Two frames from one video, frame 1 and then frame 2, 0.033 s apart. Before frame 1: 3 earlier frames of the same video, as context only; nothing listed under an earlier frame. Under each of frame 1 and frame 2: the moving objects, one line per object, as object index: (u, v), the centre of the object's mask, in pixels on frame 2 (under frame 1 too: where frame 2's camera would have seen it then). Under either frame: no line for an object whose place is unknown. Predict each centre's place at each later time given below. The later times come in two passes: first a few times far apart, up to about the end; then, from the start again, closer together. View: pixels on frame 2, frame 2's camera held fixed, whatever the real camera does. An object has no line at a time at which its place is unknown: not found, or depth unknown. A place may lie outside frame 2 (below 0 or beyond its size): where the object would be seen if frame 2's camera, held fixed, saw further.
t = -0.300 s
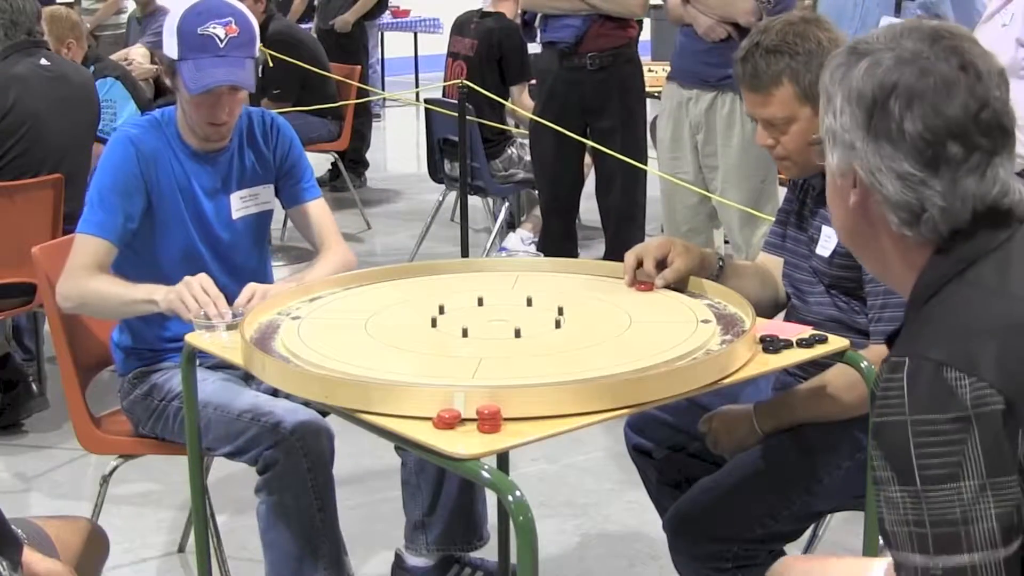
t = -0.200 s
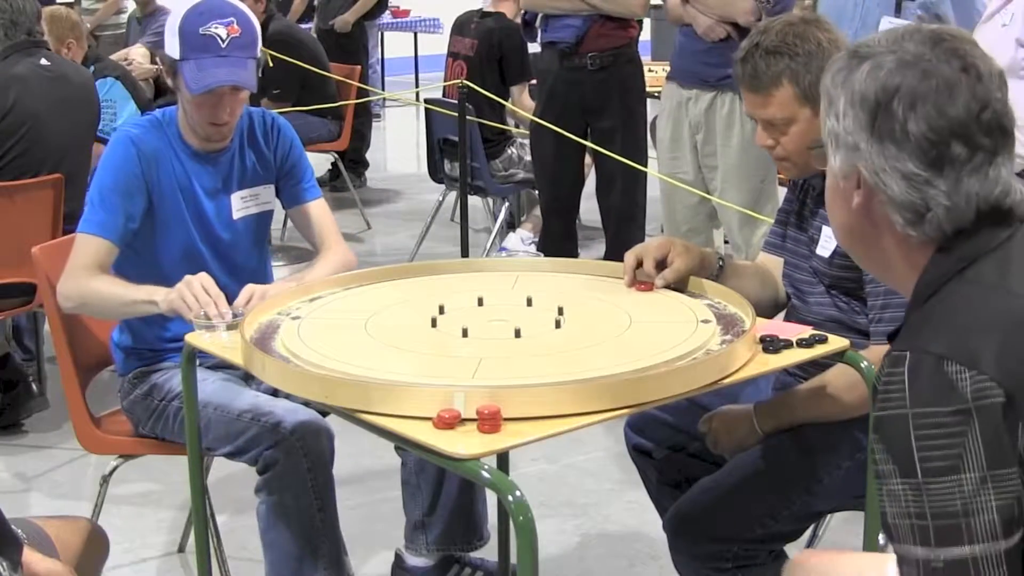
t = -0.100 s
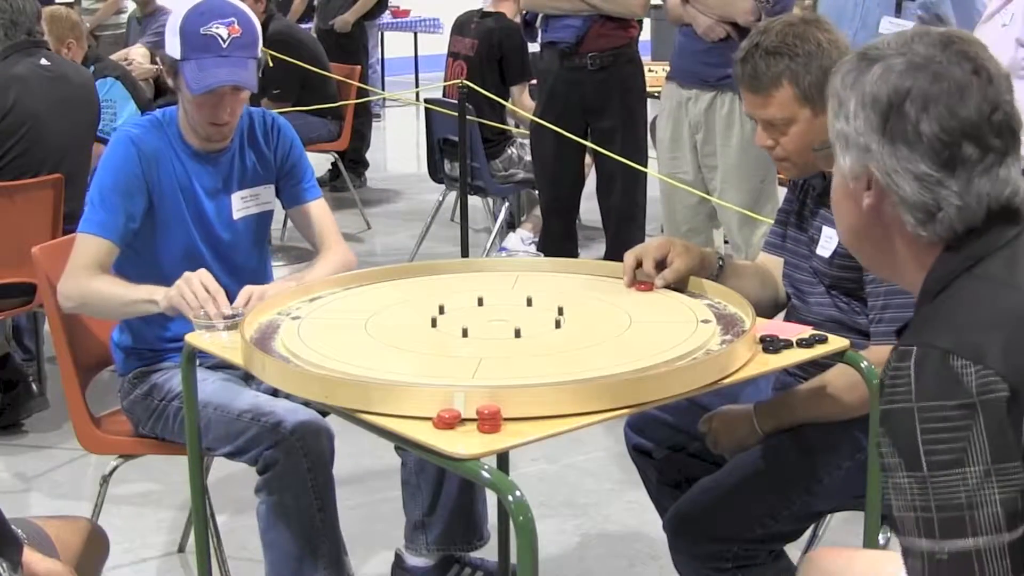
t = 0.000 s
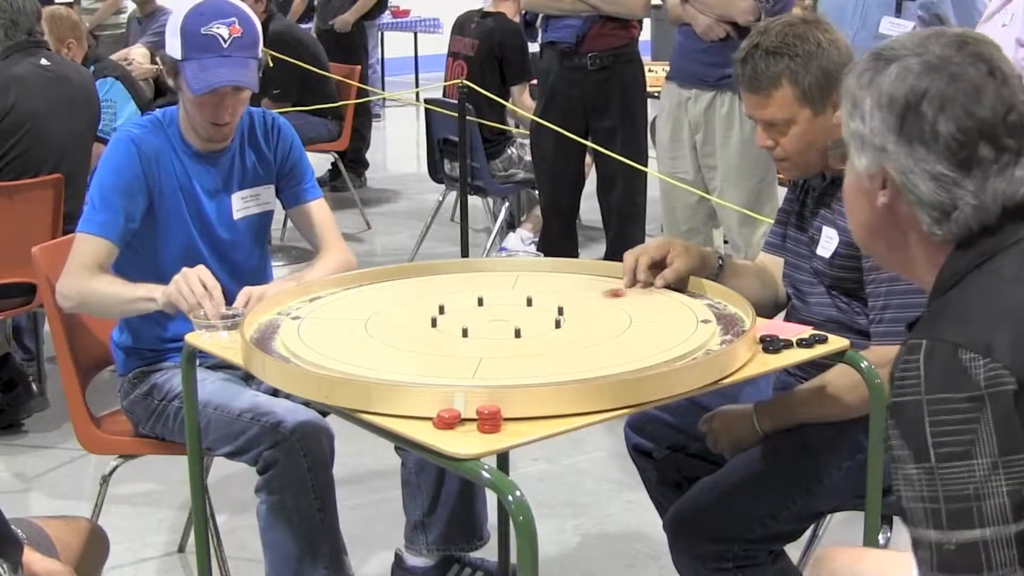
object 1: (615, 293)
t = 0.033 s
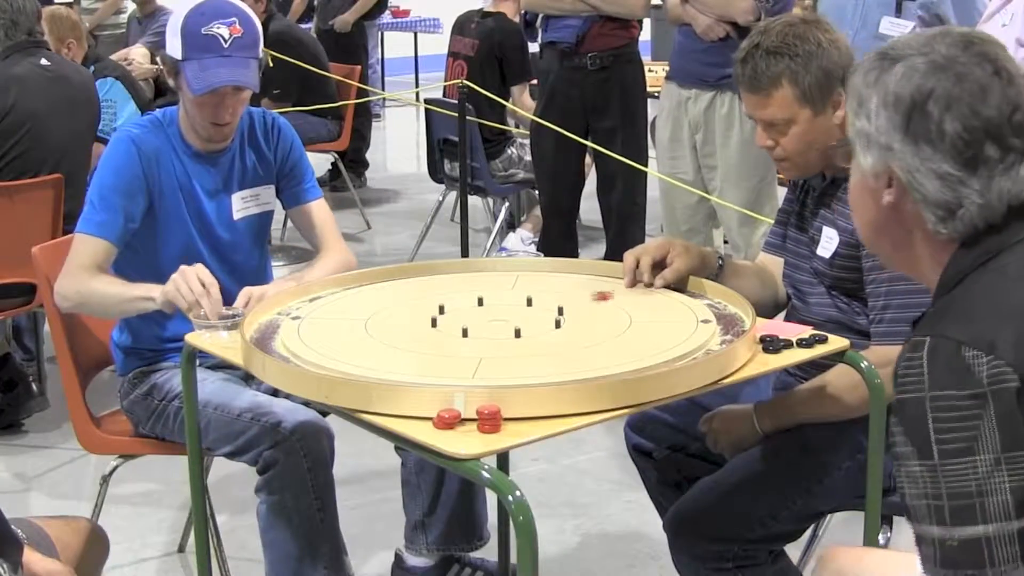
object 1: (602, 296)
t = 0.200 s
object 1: (547, 308)
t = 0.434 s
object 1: (497, 320)
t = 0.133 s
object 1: (568, 303)
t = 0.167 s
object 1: (557, 305)
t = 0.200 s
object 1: (547, 308)
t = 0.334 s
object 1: (513, 315)
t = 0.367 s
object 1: (506, 317)
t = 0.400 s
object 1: (501, 319)
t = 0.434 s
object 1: (497, 320)
